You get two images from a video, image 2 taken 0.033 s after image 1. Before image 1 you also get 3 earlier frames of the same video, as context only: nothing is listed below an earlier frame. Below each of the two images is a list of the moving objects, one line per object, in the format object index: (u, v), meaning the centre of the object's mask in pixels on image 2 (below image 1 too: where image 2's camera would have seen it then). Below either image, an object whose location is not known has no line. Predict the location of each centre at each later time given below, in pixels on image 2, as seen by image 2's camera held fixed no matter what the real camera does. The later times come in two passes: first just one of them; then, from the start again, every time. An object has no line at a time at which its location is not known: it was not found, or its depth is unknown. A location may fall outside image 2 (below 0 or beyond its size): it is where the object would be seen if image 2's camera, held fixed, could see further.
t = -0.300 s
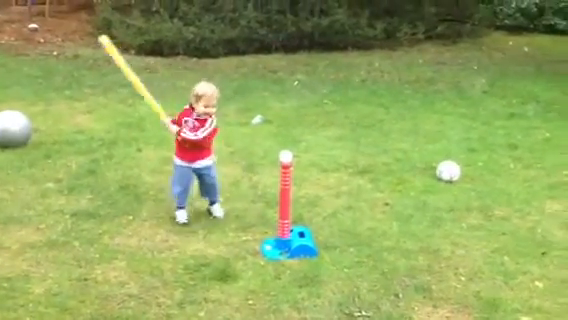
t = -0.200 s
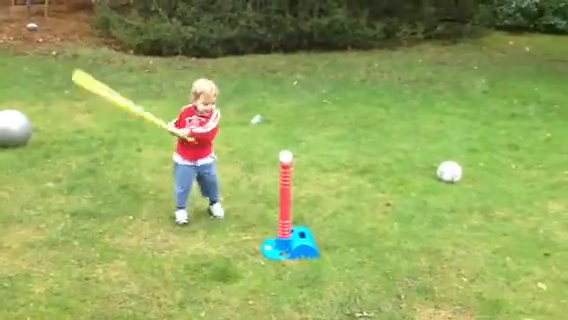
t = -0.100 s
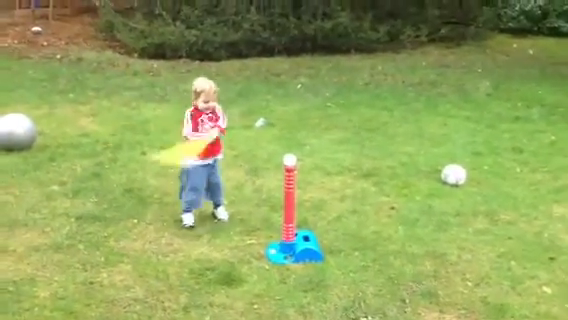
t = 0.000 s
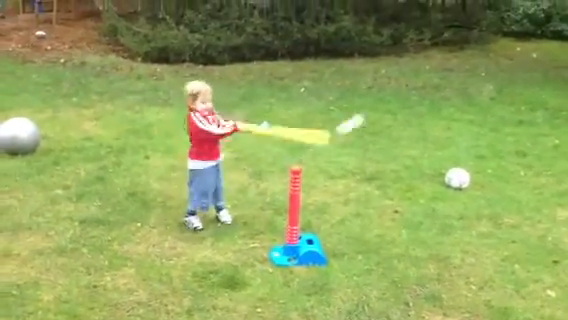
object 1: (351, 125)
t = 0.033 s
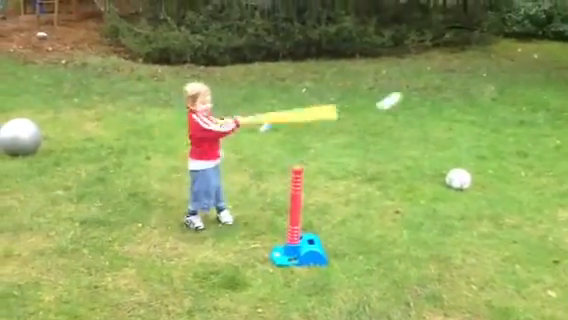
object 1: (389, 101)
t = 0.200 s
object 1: (545, 26)
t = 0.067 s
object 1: (425, 81)
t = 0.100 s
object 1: (459, 63)
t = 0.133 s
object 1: (490, 48)
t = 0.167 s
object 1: (518, 35)
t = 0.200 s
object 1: (545, 26)
